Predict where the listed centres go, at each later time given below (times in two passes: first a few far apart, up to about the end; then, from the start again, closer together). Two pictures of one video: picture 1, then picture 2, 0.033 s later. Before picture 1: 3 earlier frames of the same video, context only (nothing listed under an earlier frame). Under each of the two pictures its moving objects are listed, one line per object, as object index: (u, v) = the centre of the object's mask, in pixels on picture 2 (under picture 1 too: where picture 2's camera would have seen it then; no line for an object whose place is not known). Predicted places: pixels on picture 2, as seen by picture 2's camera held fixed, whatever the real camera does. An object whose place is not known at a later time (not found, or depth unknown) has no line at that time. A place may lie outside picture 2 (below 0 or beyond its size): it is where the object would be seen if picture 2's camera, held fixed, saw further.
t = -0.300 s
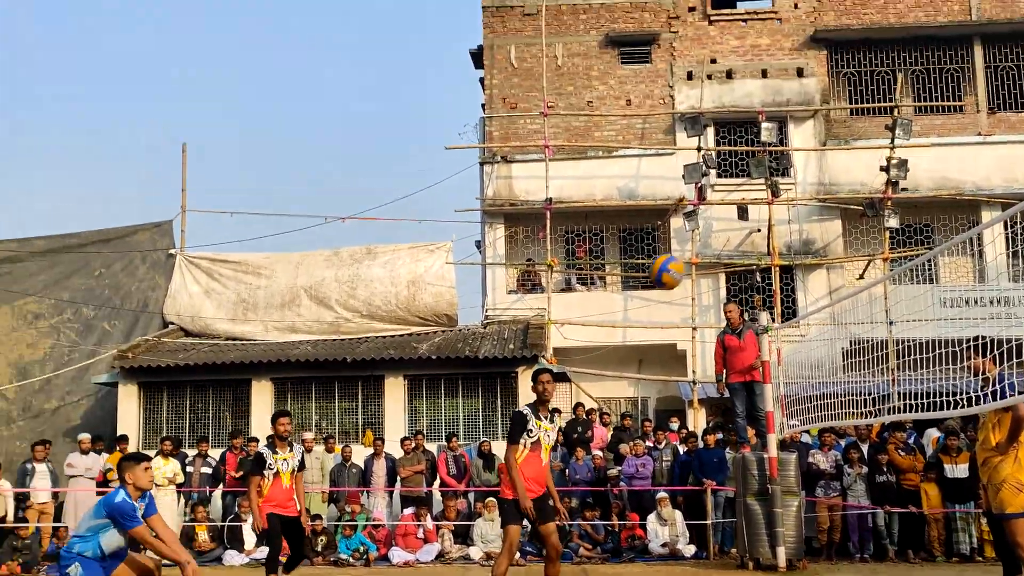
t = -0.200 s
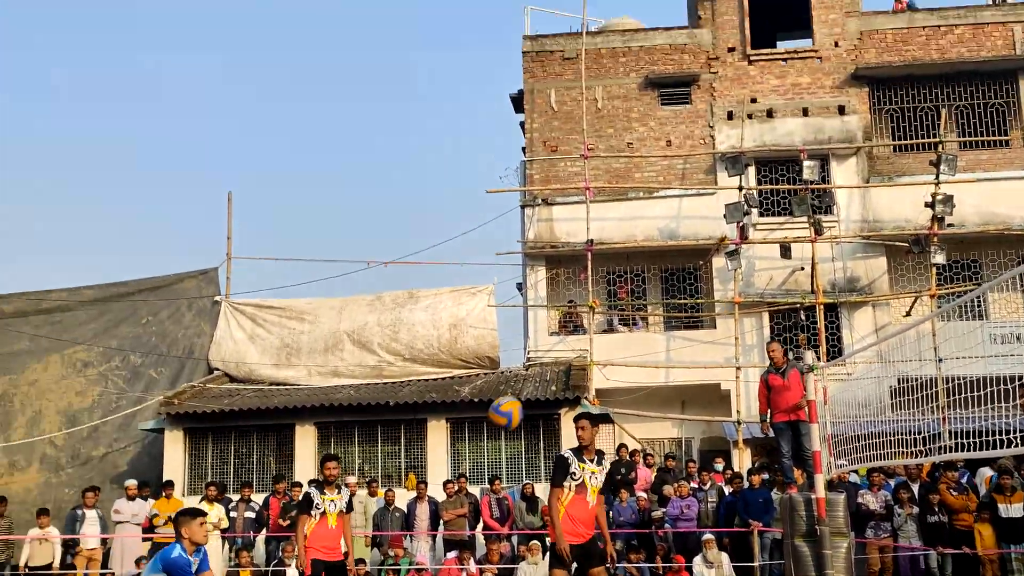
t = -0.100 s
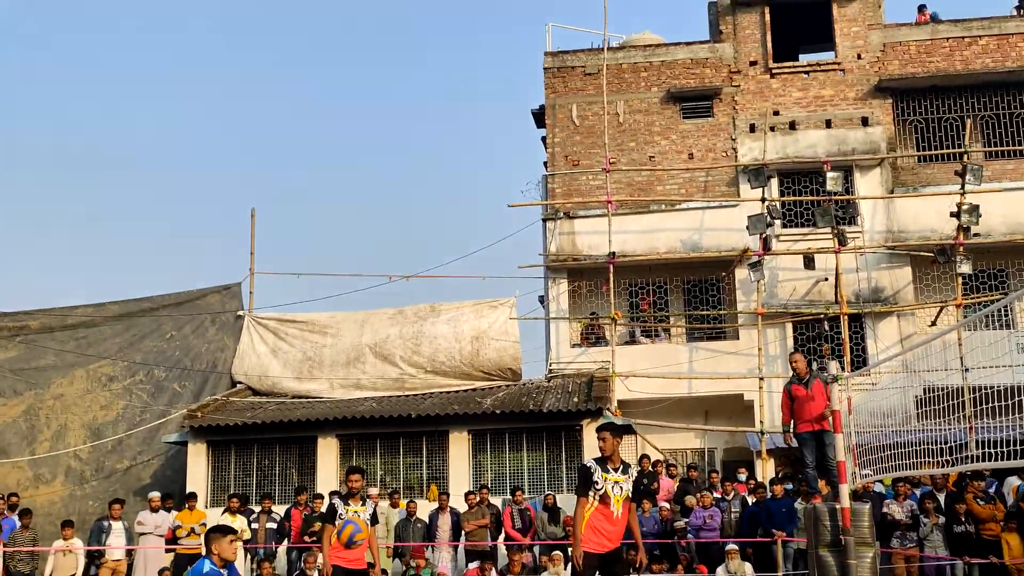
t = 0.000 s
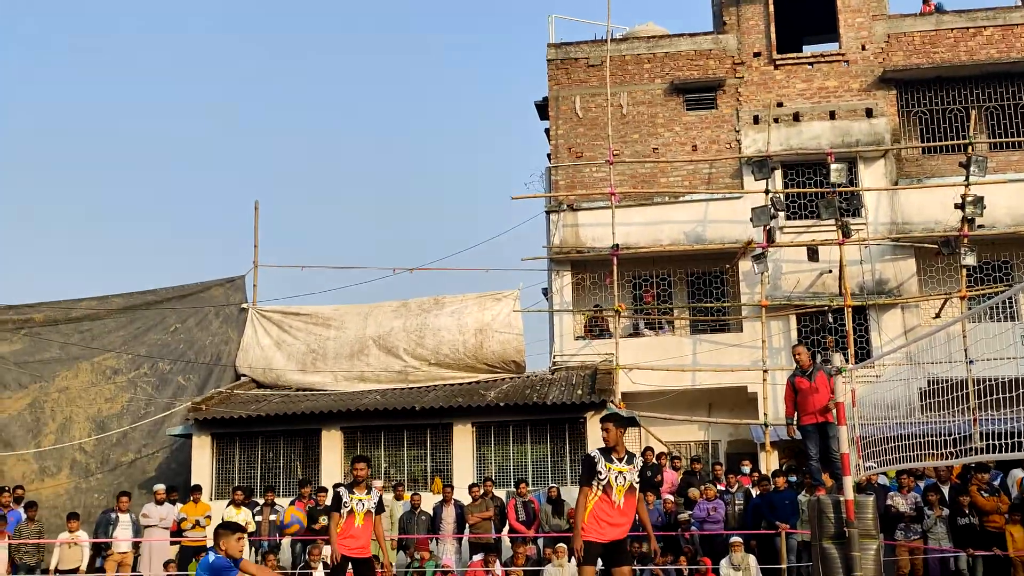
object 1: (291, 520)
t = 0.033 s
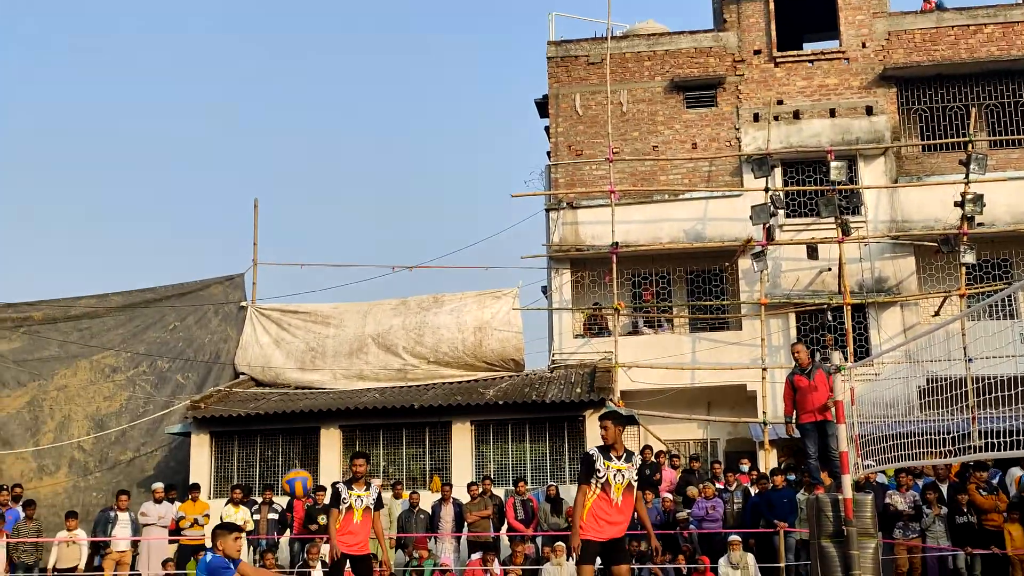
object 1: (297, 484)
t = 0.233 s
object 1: (341, 306)
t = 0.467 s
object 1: (387, 165)
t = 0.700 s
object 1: (431, 94)
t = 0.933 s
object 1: (478, 95)
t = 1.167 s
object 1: (530, 179)
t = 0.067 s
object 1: (305, 449)
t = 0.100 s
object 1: (312, 418)
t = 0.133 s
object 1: (320, 388)
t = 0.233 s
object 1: (341, 306)
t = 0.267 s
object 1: (348, 281)
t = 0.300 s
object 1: (355, 258)
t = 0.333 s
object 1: (362, 237)
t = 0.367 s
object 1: (369, 216)
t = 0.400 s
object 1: (375, 197)
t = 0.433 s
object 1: (380, 181)
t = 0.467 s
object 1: (387, 165)
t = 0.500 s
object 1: (393, 151)
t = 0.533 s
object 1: (400, 137)
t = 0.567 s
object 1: (406, 125)
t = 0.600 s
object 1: (412, 115)
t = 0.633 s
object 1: (418, 106)
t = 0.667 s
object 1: (424, 100)
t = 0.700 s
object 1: (431, 94)
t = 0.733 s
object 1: (438, 90)
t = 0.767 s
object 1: (444, 86)
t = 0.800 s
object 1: (451, 85)
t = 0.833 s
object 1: (457, 85)
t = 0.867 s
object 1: (464, 88)
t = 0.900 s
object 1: (472, 91)
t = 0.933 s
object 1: (478, 95)
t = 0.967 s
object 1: (485, 102)
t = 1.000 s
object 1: (492, 111)
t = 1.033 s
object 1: (500, 121)
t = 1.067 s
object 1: (507, 133)
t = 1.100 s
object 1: (515, 146)
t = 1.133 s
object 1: (522, 162)
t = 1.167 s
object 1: (530, 179)
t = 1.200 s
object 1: (537, 200)
